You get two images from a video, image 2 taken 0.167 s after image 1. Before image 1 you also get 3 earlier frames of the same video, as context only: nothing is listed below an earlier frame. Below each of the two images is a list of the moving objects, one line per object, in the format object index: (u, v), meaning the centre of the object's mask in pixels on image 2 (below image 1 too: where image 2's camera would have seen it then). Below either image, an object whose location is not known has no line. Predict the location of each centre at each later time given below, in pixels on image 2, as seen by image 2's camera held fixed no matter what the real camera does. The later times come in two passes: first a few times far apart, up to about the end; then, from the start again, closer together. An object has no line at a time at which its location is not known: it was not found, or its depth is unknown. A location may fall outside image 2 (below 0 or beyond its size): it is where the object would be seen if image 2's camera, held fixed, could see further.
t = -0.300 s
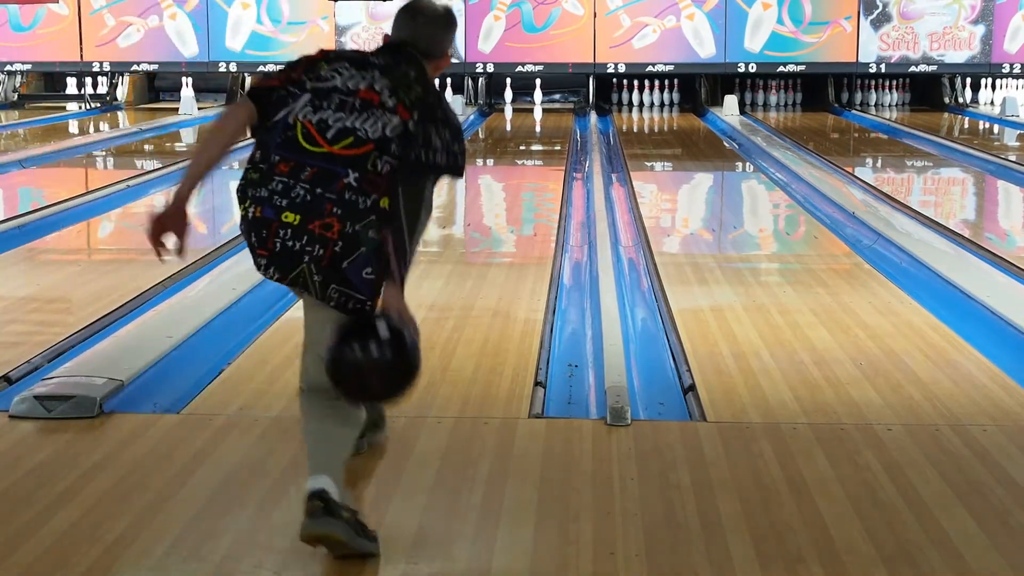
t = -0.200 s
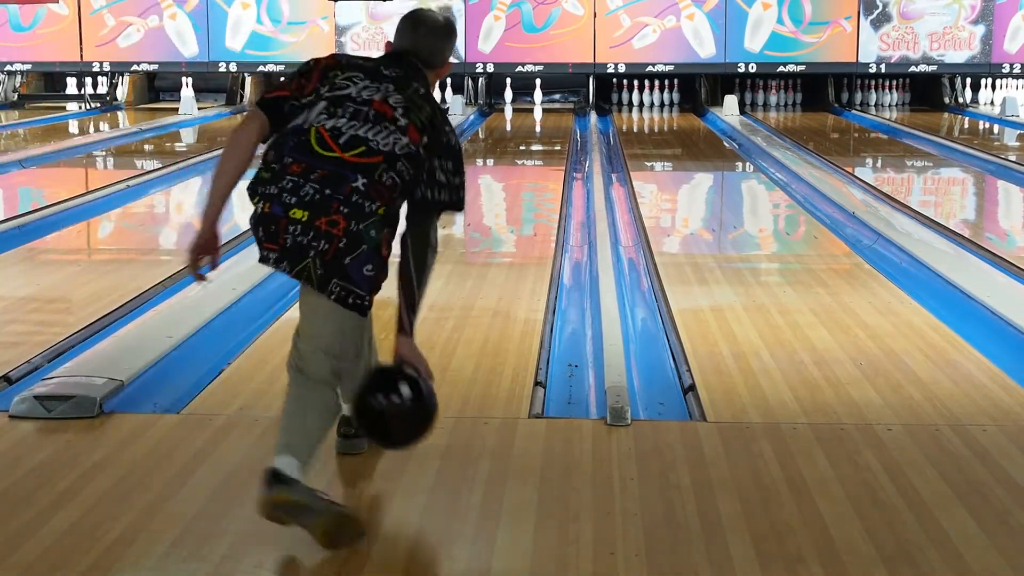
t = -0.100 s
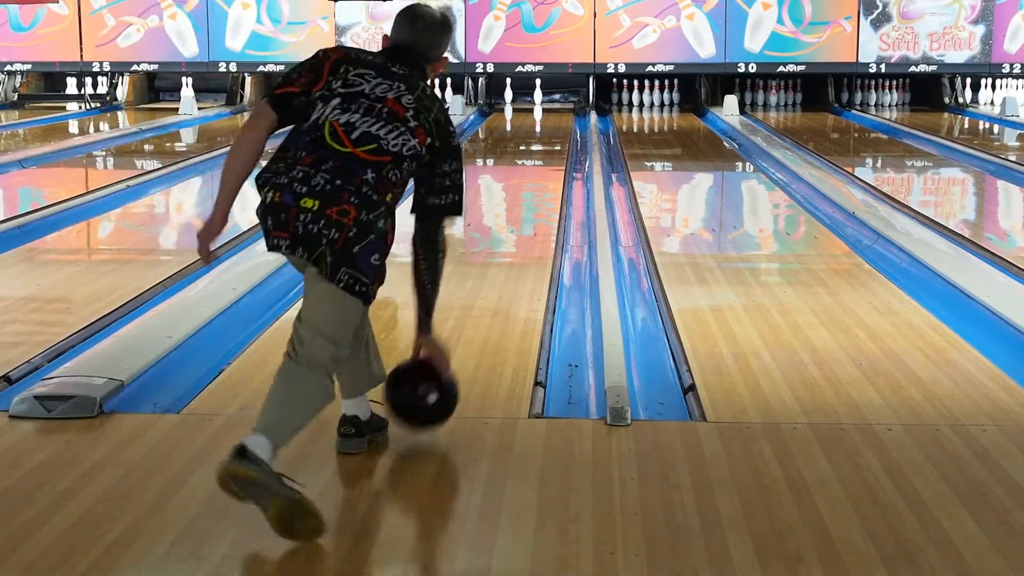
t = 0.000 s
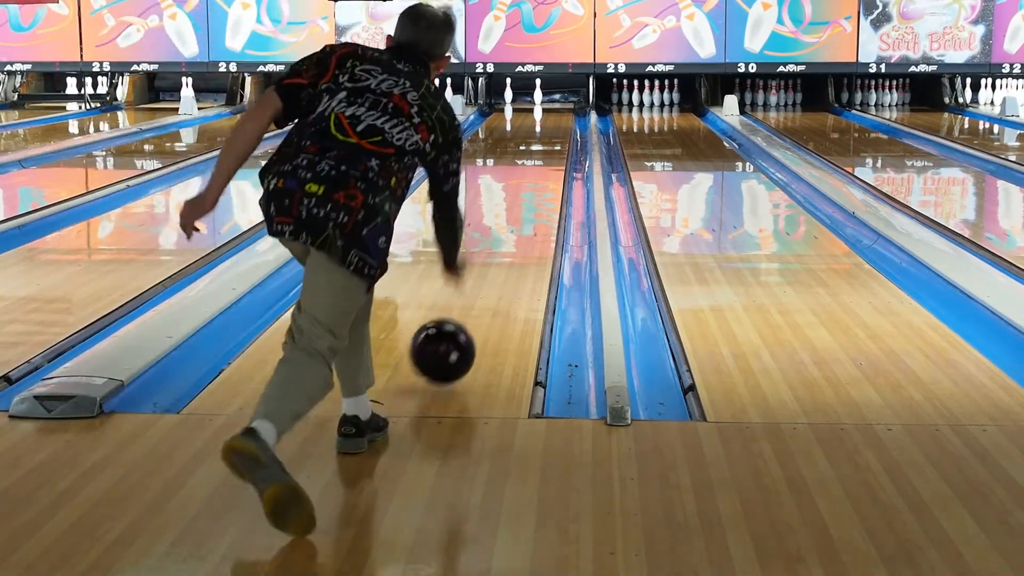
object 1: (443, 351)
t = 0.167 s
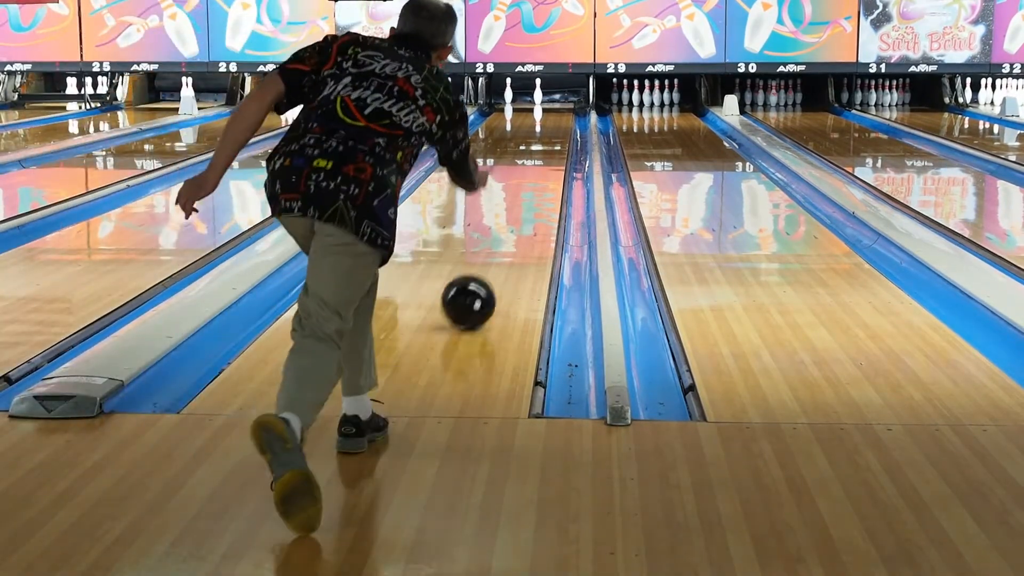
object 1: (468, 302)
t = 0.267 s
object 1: (480, 278)
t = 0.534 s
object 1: (503, 230)
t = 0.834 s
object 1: (519, 195)
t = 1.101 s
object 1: (529, 171)
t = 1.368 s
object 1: (535, 153)
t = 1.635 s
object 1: (540, 140)
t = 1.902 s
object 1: (544, 129)
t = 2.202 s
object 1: (547, 119)
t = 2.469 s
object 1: (549, 112)
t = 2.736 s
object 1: (550, 106)
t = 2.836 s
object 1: (550, 104)
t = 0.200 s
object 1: (472, 294)
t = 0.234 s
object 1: (476, 286)
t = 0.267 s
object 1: (480, 278)
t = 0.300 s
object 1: (484, 271)
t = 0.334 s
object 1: (487, 264)
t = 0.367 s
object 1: (490, 258)
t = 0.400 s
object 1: (493, 252)
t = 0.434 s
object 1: (495, 246)
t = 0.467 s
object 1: (498, 241)
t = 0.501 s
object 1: (500, 235)
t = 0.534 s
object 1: (503, 230)
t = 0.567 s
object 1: (505, 226)
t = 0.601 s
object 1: (507, 221)
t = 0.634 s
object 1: (509, 216)
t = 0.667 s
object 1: (511, 213)
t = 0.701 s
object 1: (513, 208)
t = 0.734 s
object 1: (514, 205)
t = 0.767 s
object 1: (516, 201)
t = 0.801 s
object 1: (517, 198)
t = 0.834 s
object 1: (519, 195)
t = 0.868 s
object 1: (520, 191)
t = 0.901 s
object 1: (522, 188)
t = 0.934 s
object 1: (523, 185)
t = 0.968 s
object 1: (524, 182)
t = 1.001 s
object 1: (525, 179)
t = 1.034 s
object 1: (526, 176)
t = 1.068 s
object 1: (527, 174)
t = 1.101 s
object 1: (529, 171)
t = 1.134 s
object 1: (530, 168)
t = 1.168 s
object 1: (531, 166)
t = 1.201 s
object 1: (531, 164)
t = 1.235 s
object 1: (532, 161)
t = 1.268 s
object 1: (533, 159)
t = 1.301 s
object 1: (534, 157)
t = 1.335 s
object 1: (534, 155)
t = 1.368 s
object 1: (535, 153)
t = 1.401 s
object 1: (536, 151)
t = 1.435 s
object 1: (537, 149)
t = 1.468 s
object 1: (537, 148)
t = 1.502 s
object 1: (538, 146)
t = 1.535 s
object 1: (538, 144)
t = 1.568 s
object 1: (539, 143)
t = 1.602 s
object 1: (540, 141)
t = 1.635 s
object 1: (540, 140)
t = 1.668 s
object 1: (541, 138)
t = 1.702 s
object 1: (542, 136)
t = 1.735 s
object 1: (542, 135)
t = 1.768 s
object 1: (542, 134)
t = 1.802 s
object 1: (543, 132)
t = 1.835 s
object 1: (543, 131)
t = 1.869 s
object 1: (544, 130)
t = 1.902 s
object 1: (544, 129)
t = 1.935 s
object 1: (545, 128)
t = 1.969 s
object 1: (545, 127)
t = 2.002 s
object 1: (545, 125)
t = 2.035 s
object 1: (546, 124)
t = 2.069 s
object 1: (546, 123)
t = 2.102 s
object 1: (546, 122)
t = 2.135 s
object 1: (547, 121)
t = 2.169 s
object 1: (547, 120)
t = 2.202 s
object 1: (547, 119)
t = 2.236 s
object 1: (548, 118)
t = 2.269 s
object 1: (548, 117)
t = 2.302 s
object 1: (548, 116)
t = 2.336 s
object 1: (548, 115)
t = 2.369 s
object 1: (549, 114)
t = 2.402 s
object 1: (549, 113)
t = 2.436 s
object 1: (549, 113)
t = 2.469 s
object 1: (549, 112)
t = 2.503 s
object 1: (549, 111)
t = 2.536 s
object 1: (549, 110)
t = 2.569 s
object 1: (550, 109)
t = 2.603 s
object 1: (550, 108)
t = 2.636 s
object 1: (549, 108)
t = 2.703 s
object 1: (550, 107)
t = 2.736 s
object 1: (550, 106)
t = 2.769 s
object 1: (550, 105)
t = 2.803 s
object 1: (550, 104)
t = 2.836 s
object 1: (550, 104)
